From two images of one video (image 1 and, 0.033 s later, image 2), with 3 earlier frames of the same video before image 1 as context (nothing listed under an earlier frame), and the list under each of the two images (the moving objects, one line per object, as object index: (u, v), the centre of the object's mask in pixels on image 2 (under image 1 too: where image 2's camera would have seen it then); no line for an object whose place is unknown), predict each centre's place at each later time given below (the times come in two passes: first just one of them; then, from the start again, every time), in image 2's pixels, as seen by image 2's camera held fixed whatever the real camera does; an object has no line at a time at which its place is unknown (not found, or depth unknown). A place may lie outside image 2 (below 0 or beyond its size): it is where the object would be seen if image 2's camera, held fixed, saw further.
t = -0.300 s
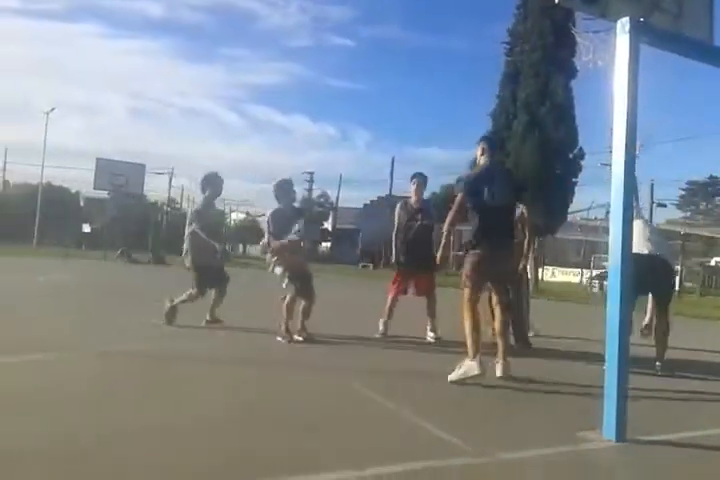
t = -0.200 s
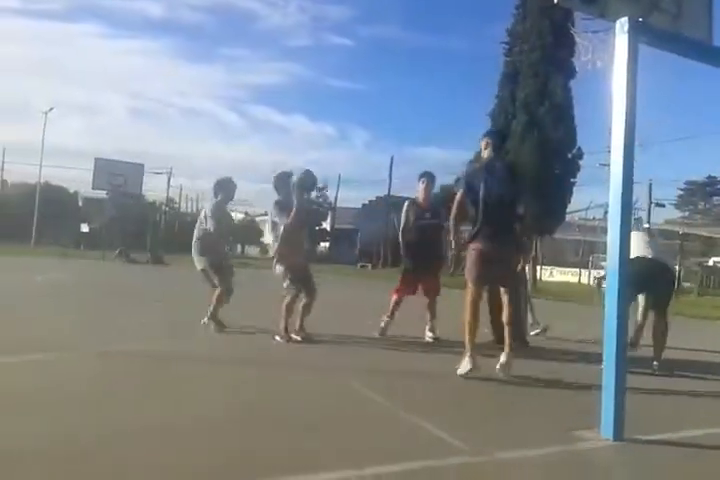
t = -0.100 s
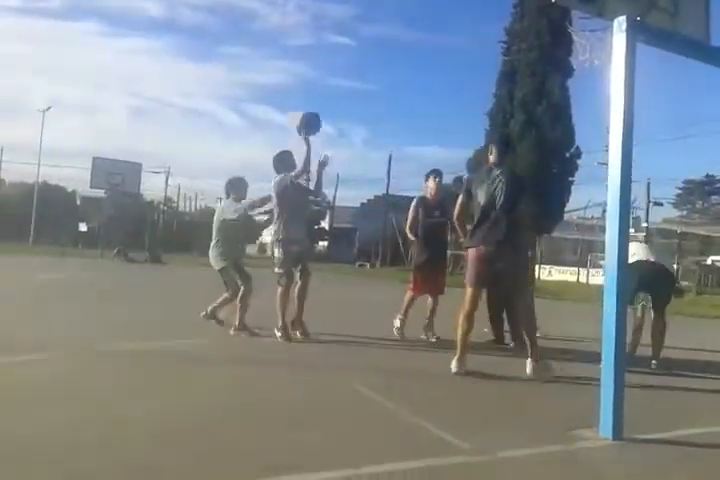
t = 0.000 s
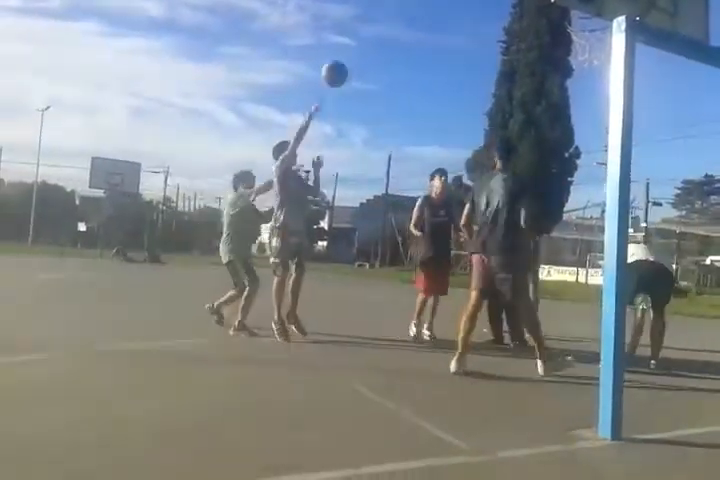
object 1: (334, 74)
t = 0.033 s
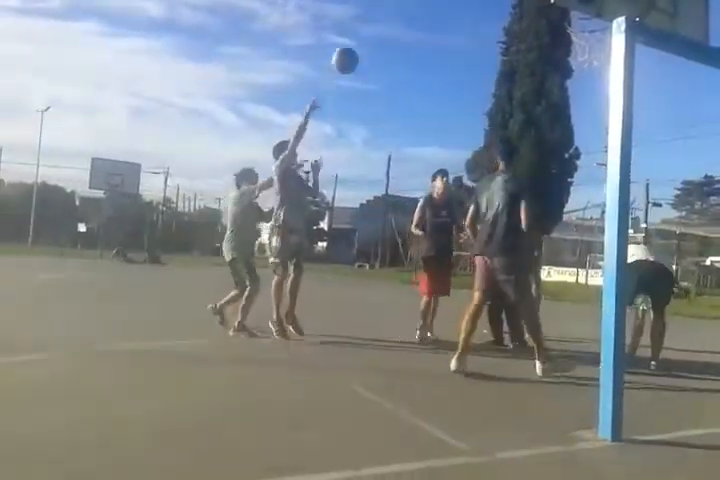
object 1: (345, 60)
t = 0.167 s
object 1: (397, 6)
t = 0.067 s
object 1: (357, 45)
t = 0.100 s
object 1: (370, 30)
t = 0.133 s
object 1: (382, 21)
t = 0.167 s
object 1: (397, 6)
